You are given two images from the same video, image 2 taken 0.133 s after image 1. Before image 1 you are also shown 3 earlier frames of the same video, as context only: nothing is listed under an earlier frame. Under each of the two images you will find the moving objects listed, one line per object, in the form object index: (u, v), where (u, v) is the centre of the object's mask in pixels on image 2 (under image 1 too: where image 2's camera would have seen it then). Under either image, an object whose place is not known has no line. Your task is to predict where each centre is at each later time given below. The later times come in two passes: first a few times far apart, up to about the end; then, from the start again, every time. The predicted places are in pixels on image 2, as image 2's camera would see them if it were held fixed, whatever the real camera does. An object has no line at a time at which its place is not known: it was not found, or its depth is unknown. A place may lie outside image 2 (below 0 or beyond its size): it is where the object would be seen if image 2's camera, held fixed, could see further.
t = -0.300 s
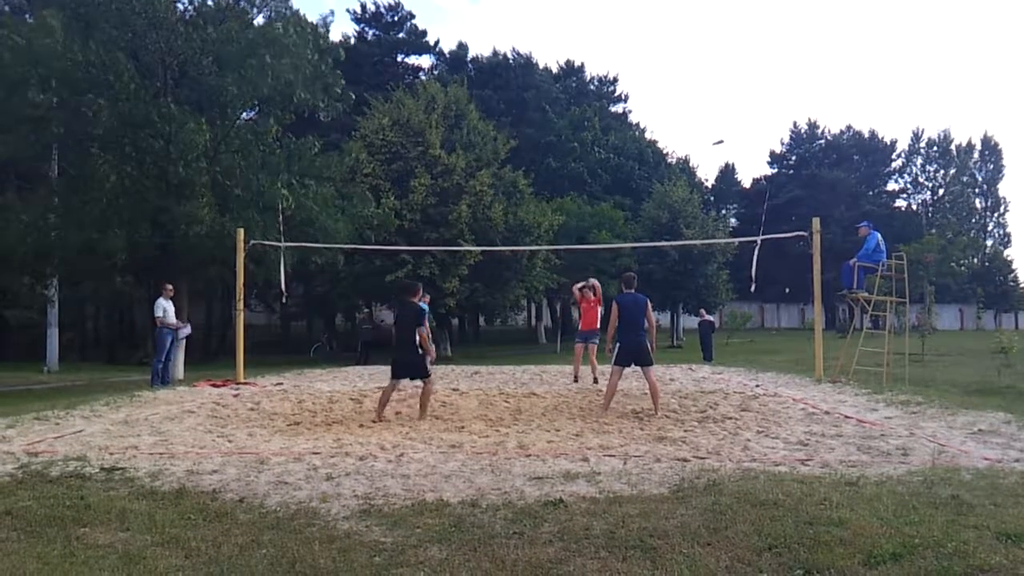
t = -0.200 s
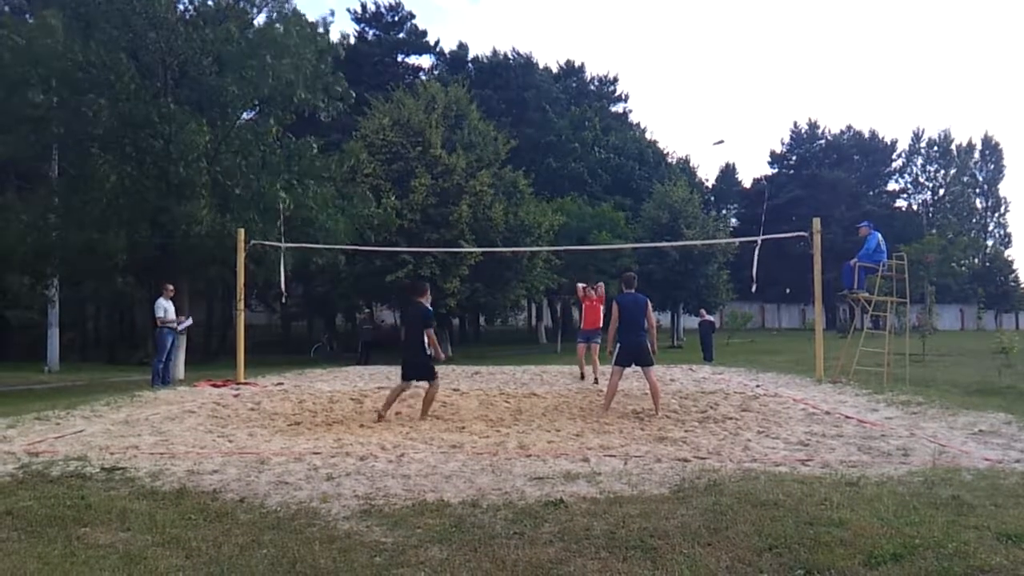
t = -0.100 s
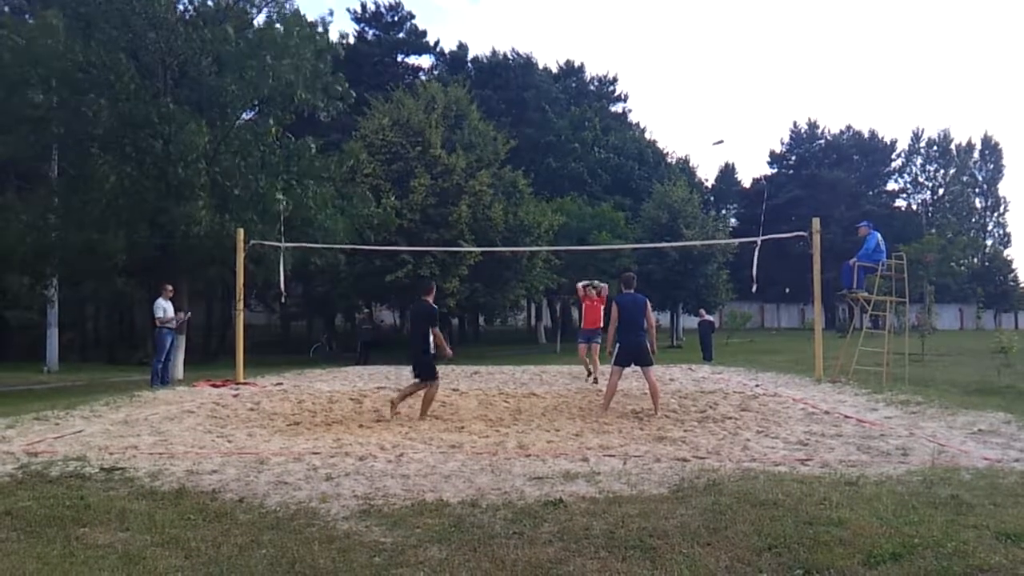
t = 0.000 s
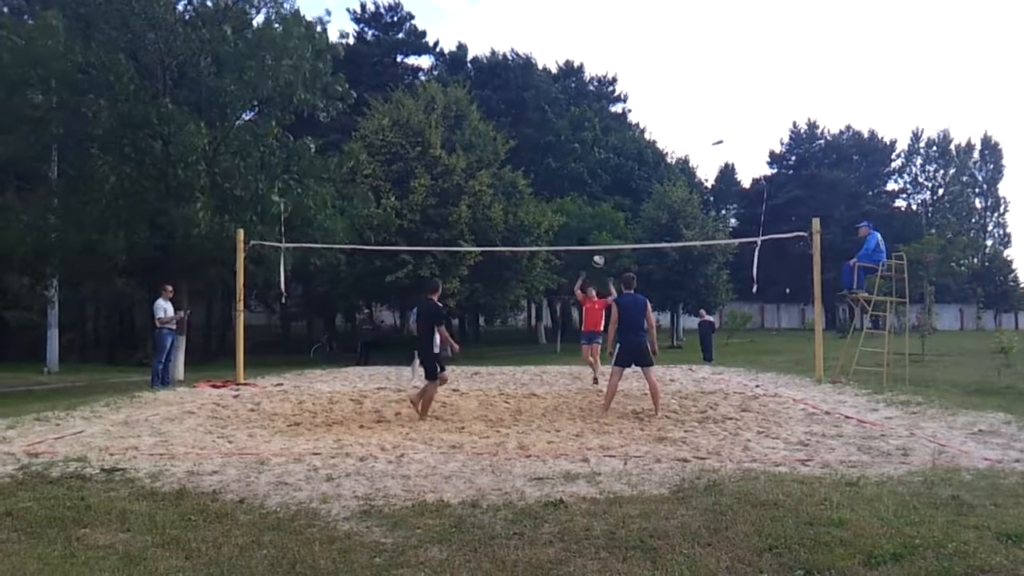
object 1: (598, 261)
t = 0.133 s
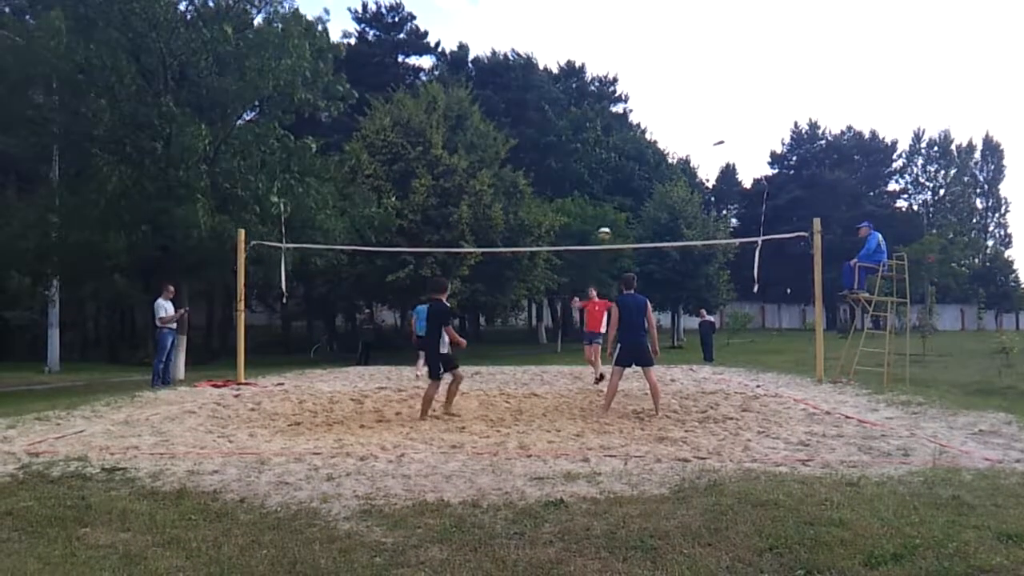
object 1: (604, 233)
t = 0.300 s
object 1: (611, 210)
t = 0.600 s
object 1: (626, 209)
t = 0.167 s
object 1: (605, 227)
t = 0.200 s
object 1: (607, 222)
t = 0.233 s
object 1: (609, 218)
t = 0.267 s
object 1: (610, 214)
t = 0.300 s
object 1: (611, 210)
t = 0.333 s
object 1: (613, 208)
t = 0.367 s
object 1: (614, 205)
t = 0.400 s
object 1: (617, 204)
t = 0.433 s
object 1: (618, 203)
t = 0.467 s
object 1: (619, 202)
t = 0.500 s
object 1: (621, 203)
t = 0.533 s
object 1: (622, 204)
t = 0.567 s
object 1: (624, 206)
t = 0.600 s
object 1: (626, 209)
